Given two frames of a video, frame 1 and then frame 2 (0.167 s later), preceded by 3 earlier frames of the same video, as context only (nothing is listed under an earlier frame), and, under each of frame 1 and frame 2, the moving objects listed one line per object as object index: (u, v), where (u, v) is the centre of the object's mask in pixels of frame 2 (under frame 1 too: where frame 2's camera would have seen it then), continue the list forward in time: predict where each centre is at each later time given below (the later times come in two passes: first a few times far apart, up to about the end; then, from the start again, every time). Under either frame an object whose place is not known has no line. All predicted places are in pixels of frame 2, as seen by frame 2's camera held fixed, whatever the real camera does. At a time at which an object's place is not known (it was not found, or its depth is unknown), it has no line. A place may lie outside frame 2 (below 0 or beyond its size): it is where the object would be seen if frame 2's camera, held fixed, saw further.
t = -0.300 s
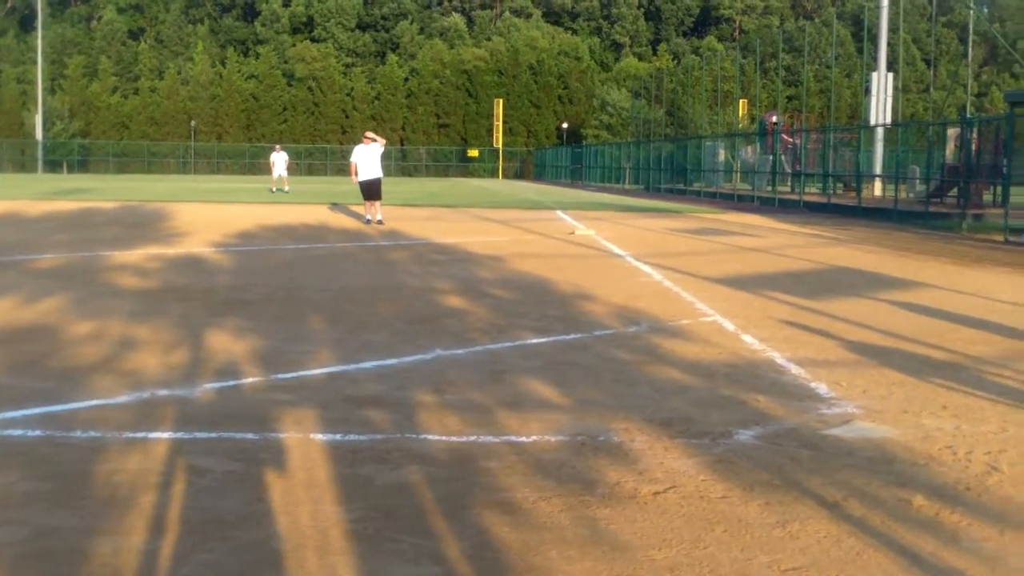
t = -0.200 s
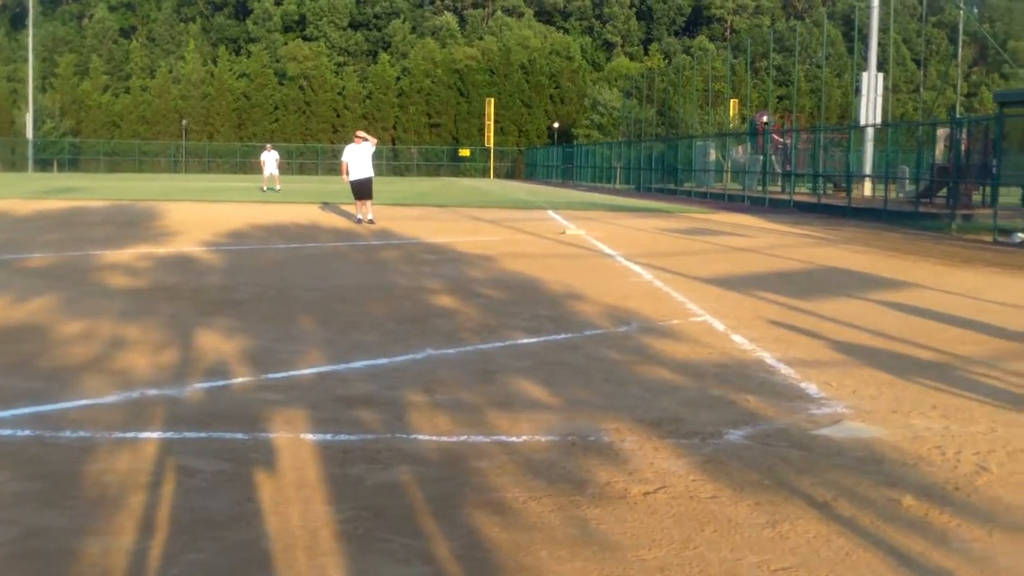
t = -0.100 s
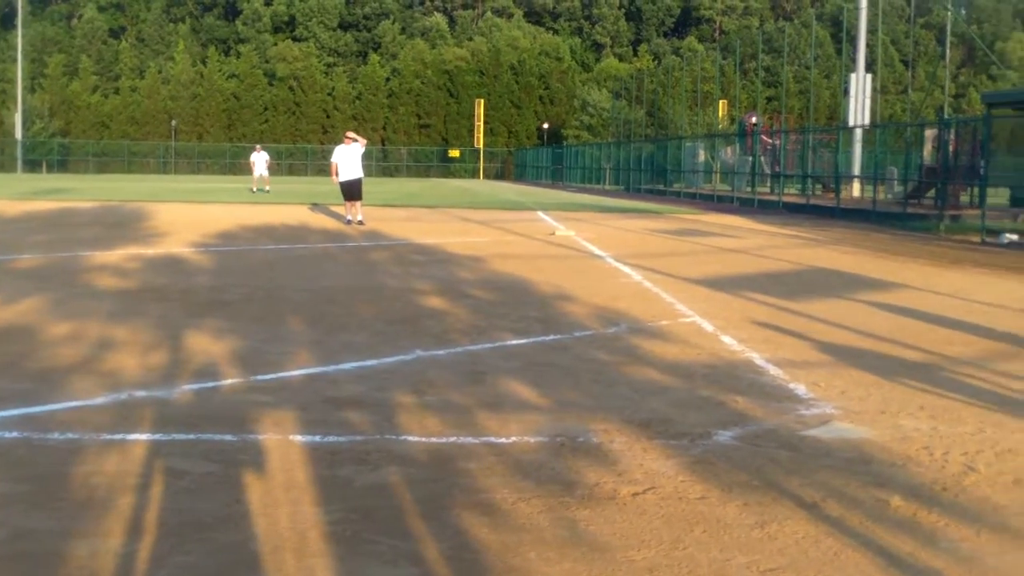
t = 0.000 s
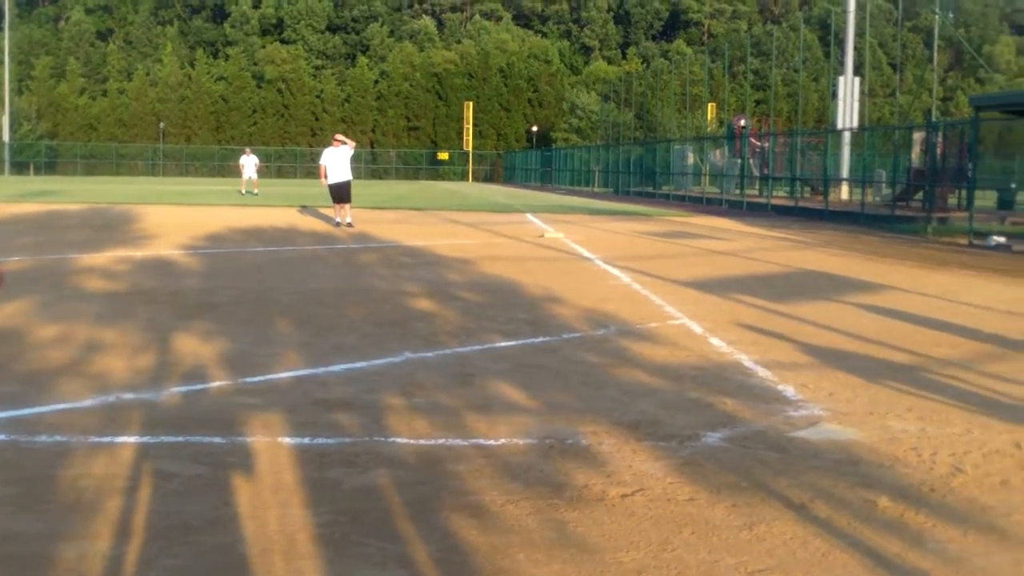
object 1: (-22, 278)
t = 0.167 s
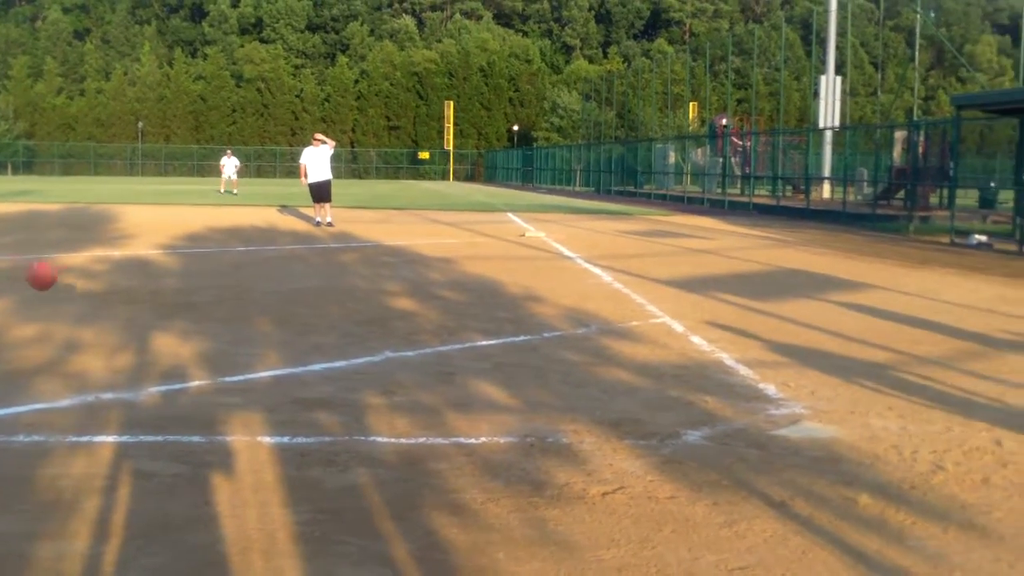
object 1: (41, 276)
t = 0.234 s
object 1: (74, 285)
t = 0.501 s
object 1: (219, 306)
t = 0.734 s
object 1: (367, 352)
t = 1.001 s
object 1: (573, 371)
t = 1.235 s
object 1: (793, 405)
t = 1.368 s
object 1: (942, 438)
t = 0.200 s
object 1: (58, 279)
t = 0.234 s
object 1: (74, 285)
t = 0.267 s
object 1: (91, 292)
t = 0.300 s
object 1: (110, 301)
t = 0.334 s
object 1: (128, 311)
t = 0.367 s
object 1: (144, 317)
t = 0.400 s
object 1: (164, 313)
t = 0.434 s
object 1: (182, 309)
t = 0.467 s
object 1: (200, 308)
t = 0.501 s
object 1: (219, 306)
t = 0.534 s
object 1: (239, 308)
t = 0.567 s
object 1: (258, 310)
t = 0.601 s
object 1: (279, 315)
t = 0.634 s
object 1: (300, 321)
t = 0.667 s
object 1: (321, 328)
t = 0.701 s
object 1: (344, 340)
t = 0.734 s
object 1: (367, 352)
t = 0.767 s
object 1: (392, 361)
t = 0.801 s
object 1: (415, 357)
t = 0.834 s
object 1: (439, 355)
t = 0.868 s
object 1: (464, 354)
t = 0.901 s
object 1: (490, 354)
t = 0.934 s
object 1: (517, 357)
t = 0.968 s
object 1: (544, 362)
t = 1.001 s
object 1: (573, 371)
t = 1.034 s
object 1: (602, 379)
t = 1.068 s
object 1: (631, 391)
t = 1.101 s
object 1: (662, 405)
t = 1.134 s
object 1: (694, 406)
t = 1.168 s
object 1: (726, 403)
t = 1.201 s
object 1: (759, 404)
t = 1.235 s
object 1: (793, 405)
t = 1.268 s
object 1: (830, 408)
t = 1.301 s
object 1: (867, 416)
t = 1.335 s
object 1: (904, 426)
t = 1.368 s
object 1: (942, 438)
